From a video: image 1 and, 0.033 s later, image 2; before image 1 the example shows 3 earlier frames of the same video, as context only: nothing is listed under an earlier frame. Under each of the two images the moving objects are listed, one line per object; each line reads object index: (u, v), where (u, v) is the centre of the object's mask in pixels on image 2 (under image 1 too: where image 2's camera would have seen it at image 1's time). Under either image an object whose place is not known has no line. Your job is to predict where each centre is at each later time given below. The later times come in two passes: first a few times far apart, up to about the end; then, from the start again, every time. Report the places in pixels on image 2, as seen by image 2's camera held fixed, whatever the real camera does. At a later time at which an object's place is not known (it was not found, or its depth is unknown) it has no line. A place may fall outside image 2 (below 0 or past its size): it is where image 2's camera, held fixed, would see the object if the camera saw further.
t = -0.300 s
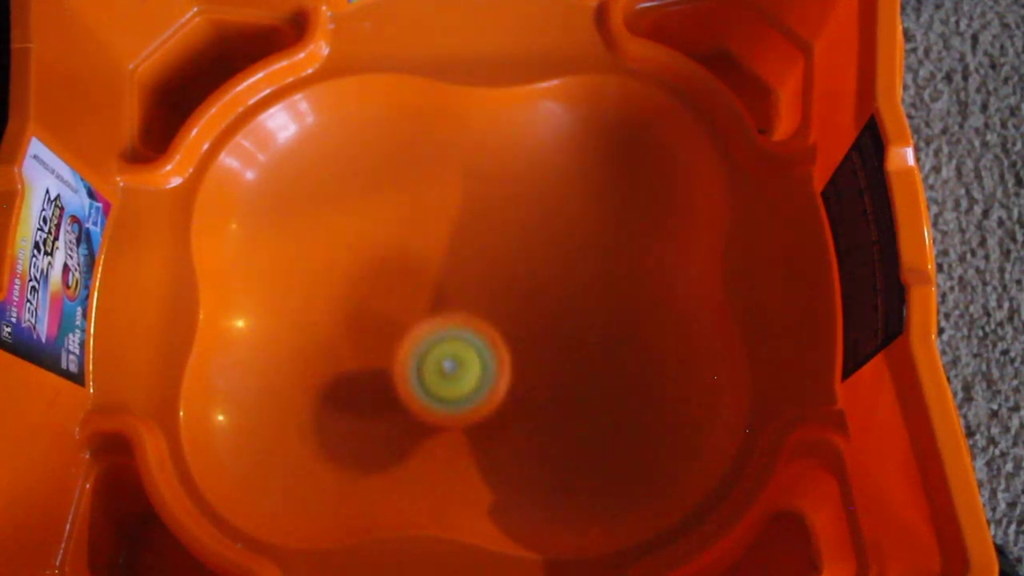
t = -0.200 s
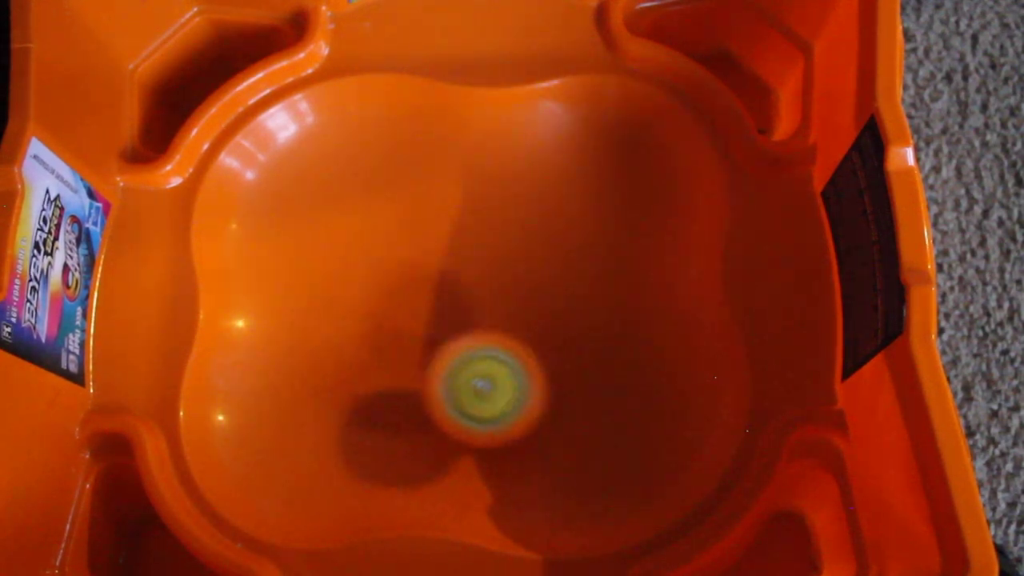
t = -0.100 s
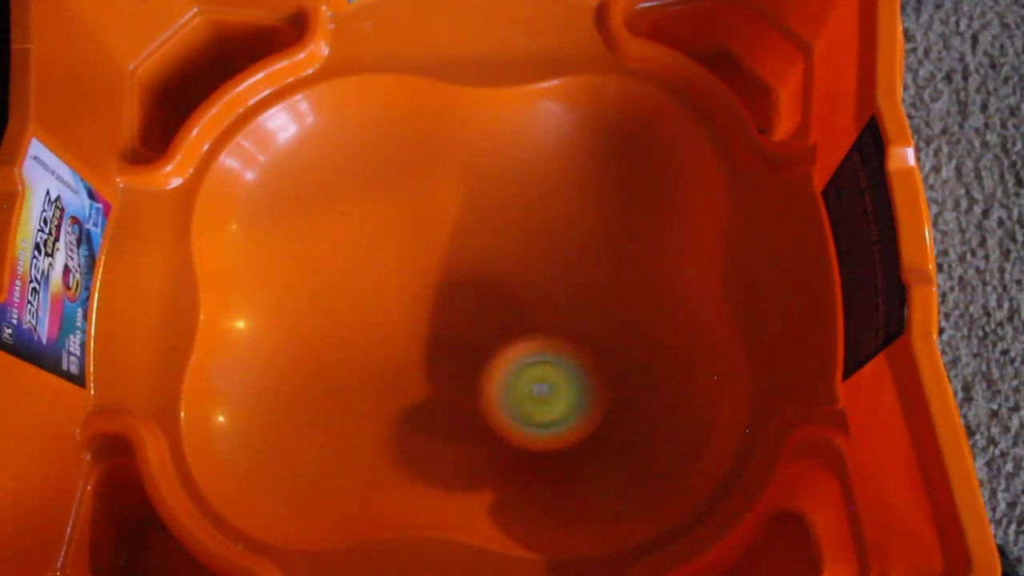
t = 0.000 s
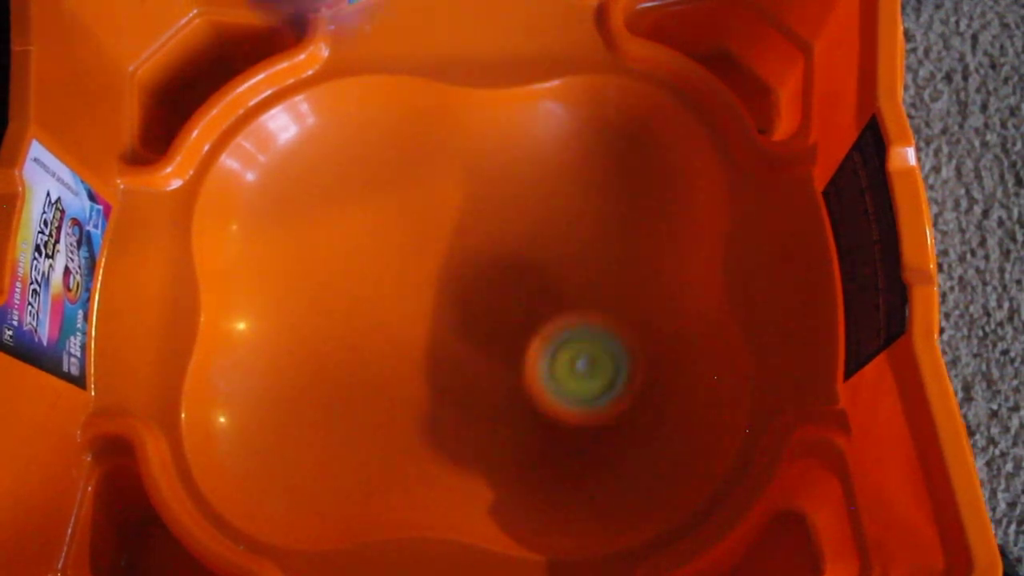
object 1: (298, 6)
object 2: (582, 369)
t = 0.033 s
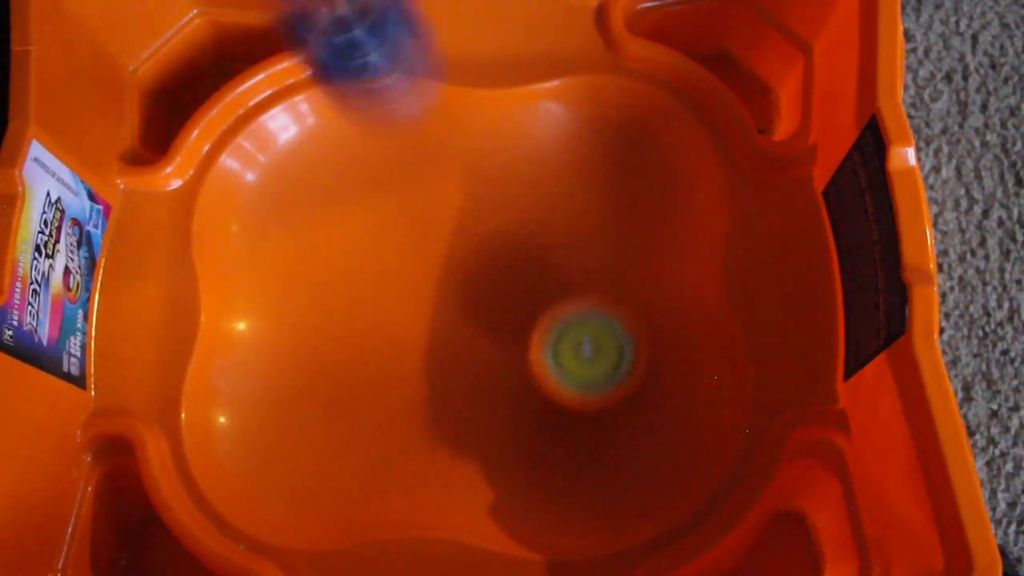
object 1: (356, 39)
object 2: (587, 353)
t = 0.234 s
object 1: (436, 453)
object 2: (539, 251)
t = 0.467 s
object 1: (613, 383)
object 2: (392, 240)
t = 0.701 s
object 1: (582, 91)
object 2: (294, 421)
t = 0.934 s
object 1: (272, 308)
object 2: (462, 399)
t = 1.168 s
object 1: (424, 511)
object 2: (569, 172)
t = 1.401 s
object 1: (688, 226)
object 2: (523, 214)
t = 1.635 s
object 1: (395, 163)
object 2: (460, 391)
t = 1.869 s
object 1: (145, 382)
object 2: (559, 412)
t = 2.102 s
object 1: (493, 406)
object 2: (607, 277)
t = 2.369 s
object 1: (667, 266)
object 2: (406, 194)
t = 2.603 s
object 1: (388, 212)
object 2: (269, 392)
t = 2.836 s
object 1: (272, 347)
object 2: (493, 438)
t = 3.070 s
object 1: (566, 450)
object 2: (644, 187)
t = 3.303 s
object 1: (668, 235)
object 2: (457, 198)
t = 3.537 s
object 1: (296, 145)
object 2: (310, 477)
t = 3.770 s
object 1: (159, 429)
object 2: (399, 370)
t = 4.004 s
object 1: (587, 343)
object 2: (472, 213)
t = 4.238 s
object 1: (570, 103)
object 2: (412, 229)
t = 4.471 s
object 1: (427, 250)
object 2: (239, 482)
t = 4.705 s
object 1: (536, 377)
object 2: (477, 557)
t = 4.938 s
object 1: (672, 327)
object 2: (645, 459)
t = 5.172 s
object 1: (506, 135)
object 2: (508, 280)
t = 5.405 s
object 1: (293, 175)
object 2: (231, 337)
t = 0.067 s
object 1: (410, 119)
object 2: (586, 337)
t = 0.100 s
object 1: (425, 176)
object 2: (579, 314)
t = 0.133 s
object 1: (424, 239)
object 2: (571, 294)
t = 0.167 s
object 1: (425, 318)
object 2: (562, 281)
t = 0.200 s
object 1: (428, 391)
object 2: (550, 265)
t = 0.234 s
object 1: (436, 453)
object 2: (539, 251)
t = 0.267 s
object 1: (447, 486)
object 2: (525, 237)
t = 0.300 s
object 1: (464, 490)
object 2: (510, 229)
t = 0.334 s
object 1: (485, 494)
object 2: (492, 223)
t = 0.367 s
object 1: (512, 485)
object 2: (471, 222)
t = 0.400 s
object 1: (543, 458)
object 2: (447, 225)
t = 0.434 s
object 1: (580, 424)
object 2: (420, 229)
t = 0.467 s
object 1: (613, 383)
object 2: (392, 240)
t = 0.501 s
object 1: (644, 337)
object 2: (362, 256)
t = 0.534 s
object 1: (662, 285)
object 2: (343, 270)
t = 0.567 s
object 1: (668, 235)
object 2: (322, 294)
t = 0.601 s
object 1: (665, 193)
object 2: (307, 319)
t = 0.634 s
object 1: (648, 147)
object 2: (298, 349)
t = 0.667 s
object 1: (619, 108)
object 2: (293, 386)
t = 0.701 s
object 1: (582, 91)
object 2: (294, 421)
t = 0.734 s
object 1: (540, 93)
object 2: (306, 458)
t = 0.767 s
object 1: (498, 111)
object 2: (327, 484)
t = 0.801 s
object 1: (457, 145)
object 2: (347, 489)
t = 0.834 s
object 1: (411, 184)
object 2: (371, 482)
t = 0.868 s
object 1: (362, 223)
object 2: (395, 463)
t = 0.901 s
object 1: (312, 265)
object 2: (430, 435)
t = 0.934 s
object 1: (272, 308)
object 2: (462, 399)
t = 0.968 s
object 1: (242, 358)
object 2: (490, 366)
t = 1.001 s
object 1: (222, 416)
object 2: (513, 333)
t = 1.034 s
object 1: (233, 472)
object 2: (536, 298)
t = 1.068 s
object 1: (270, 509)
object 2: (551, 265)
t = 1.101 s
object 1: (318, 519)
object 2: (562, 233)
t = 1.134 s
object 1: (368, 518)
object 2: (568, 201)
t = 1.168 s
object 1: (424, 511)
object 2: (569, 172)
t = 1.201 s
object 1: (483, 505)
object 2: (566, 147)
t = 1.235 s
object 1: (540, 495)
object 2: (560, 129)
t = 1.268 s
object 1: (601, 457)
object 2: (555, 123)
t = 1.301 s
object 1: (656, 405)
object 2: (550, 130)
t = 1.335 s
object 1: (696, 338)
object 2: (544, 153)
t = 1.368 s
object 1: (693, 278)
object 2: (536, 180)
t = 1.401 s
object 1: (688, 226)
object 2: (523, 214)
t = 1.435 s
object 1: (680, 182)
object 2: (512, 249)
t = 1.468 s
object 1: (670, 151)
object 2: (500, 279)
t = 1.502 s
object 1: (633, 133)
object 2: (487, 307)
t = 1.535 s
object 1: (583, 127)
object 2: (475, 334)
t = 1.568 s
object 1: (522, 127)
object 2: (467, 355)
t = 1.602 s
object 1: (455, 141)
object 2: (462, 374)
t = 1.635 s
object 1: (395, 163)
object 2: (460, 391)
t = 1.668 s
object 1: (322, 190)
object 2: (462, 404)
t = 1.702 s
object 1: (253, 220)
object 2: (468, 414)
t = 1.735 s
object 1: (204, 240)
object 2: (479, 420)
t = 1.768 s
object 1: (169, 266)
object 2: (494, 423)
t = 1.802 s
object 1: (145, 302)
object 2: (514, 422)
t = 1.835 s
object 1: (132, 356)
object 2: (534, 419)
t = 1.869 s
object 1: (145, 382)
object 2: (559, 412)
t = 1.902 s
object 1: (175, 383)
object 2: (581, 399)
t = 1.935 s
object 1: (216, 389)
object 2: (601, 384)
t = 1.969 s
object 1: (261, 398)
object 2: (614, 365)
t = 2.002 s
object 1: (315, 408)
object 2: (622, 343)
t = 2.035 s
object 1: (372, 414)
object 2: (625, 323)
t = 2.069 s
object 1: (432, 414)
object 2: (620, 300)
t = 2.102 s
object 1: (493, 406)
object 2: (607, 277)
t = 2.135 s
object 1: (551, 395)
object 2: (593, 254)
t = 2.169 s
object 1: (610, 376)
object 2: (574, 231)
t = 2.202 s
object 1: (658, 350)
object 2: (551, 210)
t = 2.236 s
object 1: (691, 322)
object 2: (527, 194)
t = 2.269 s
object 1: (695, 298)
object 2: (499, 183)
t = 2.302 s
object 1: (697, 282)
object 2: (473, 180)
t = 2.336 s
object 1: (691, 272)
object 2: (441, 184)
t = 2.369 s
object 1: (667, 266)
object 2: (406, 194)
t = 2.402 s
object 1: (632, 257)
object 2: (371, 210)
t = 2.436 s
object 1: (591, 243)
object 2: (339, 226)
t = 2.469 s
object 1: (553, 228)
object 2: (307, 252)
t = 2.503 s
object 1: (515, 217)
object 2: (284, 277)
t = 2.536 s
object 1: (477, 210)
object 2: (270, 309)
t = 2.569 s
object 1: (435, 208)
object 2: (267, 344)
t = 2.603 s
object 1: (388, 212)
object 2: (269, 392)
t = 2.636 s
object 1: (345, 220)
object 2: (283, 440)
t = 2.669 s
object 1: (304, 234)
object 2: (308, 478)
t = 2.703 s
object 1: (269, 251)
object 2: (337, 491)
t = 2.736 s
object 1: (246, 270)
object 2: (373, 489)
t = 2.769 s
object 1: (243, 290)
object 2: (402, 485)
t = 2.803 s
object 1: (251, 318)
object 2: (447, 472)
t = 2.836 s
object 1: (272, 347)
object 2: (493, 438)
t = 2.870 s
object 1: (302, 382)
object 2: (528, 409)
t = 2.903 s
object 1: (335, 417)
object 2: (567, 372)
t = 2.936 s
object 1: (375, 443)
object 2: (599, 335)
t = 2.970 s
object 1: (418, 458)
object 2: (623, 298)
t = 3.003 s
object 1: (465, 464)
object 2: (640, 261)
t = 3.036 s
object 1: (515, 460)
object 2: (646, 222)
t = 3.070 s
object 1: (566, 450)
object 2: (644, 187)
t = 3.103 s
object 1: (621, 430)
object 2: (635, 148)
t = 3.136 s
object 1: (668, 399)
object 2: (618, 116)
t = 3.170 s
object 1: (704, 355)
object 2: (590, 96)
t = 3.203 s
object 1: (709, 316)
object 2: (558, 95)
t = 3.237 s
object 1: (704, 283)
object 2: (524, 118)
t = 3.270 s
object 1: (689, 256)
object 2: (490, 156)
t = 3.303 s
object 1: (668, 235)
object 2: (457, 198)
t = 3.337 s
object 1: (626, 207)
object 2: (421, 240)
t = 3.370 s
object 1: (577, 175)
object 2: (390, 278)
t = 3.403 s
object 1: (528, 151)
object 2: (365, 317)
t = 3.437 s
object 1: (472, 135)
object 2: (337, 363)
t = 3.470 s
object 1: (415, 127)
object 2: (324, 400)
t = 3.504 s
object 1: (359, 131)
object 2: (315, 438)
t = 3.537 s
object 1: (296, 145)
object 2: (310, 477)
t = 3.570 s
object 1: (233, 171)
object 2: (315, 489)
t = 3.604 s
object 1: (190, 208)
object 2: (323, 493)
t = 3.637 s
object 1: (163, 253)
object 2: (336, 484)
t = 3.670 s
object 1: (149, 312)
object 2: (349, 474)
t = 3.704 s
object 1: (130, 363)
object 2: (367, 436)
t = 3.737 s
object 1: (136, 398)
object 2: (381, 403)
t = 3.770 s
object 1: (159, 429)
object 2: (399, 370)
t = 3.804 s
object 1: (200, 466)
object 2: (415, 338)
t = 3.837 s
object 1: (255, 488)
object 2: (430, 311)
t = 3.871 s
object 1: (321, 488)
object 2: (444, 282)
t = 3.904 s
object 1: (394, 457)
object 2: (454, 261)
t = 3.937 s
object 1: (467, 419)
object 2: (463, 240)
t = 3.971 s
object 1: (530, 383)
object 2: (469, 224)
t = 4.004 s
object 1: (587, 343)
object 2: (472, 213)
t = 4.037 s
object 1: (634, 299)
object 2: (472, 204)
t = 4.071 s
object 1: (668, 253)
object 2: (469, 200)
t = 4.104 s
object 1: (678, 200)
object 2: (463, 200)
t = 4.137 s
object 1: (682, 157)
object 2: (454, 203)
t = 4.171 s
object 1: (656, 120)
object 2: (441, 211)
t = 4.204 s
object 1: (619, 103)
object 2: (426, 221)
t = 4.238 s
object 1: (570, 103)
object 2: (412, 229)
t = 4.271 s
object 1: (521, 131)
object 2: (398, 240)
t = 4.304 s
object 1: (472, 170)
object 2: (384, 254)
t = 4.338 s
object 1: (458, 184)
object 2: (338, 291)
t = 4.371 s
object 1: (447, 199)
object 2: (299, 337)
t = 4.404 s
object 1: (438, 216)
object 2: (262, 383)
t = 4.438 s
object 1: (431, 233)
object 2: (236, 438)
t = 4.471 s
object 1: (427, 250)
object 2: (239, 482)
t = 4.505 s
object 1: (428, 268)
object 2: (265, 519)
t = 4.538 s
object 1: (433, 287)
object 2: (299, 535)
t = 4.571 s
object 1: (445, 306)
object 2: (330, 548)
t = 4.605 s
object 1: (461, 327)
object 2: (359, 557)
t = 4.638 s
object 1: (483, 345)
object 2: (400, 559)
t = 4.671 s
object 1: (508, 363)
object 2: (439, 559)
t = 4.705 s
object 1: (536, 377)
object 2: (477, 557)
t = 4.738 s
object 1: (566, 387)
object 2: (524, 546)
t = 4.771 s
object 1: (594, 394)
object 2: (559, 537)
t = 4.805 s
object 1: (621, 395)
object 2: (585, 530)
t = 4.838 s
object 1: (644, 390)
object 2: (610, 522)
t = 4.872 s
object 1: (663, 379)
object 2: (632, 507)
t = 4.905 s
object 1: (674, 363)
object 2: (647, 483)
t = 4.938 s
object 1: (672, 327)
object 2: (645, 459)
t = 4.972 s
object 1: (663, 288)
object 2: (640, 429)
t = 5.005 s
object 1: (644, 249)
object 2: (628, 396)
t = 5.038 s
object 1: (622, 213)
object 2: (614, 367)
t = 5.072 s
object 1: (595, 180)
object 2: (593, 337)
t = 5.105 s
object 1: (566, 154)
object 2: (568, 314)
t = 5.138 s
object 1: (536, 140)
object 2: (538, 295)
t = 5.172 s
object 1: (506, 135)
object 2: (508, 280)
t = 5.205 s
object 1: (473, 143)
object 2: (477, 267)
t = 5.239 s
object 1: (442, 153)
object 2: (440, 265)
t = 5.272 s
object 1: (417, 144)
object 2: (389, 281)
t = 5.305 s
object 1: (390, 142)
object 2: (339, 297)
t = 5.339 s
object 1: (359, 146)
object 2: (297, 307)
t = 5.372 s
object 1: (324, 156)
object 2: (259, 321)
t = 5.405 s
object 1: (293, 175)
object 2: (231, 337)
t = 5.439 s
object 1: (268, 204)
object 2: (216, 365)
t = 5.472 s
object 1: (255, 236)
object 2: (220, 399)
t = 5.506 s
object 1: (257, 273)
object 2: (245, 440)
